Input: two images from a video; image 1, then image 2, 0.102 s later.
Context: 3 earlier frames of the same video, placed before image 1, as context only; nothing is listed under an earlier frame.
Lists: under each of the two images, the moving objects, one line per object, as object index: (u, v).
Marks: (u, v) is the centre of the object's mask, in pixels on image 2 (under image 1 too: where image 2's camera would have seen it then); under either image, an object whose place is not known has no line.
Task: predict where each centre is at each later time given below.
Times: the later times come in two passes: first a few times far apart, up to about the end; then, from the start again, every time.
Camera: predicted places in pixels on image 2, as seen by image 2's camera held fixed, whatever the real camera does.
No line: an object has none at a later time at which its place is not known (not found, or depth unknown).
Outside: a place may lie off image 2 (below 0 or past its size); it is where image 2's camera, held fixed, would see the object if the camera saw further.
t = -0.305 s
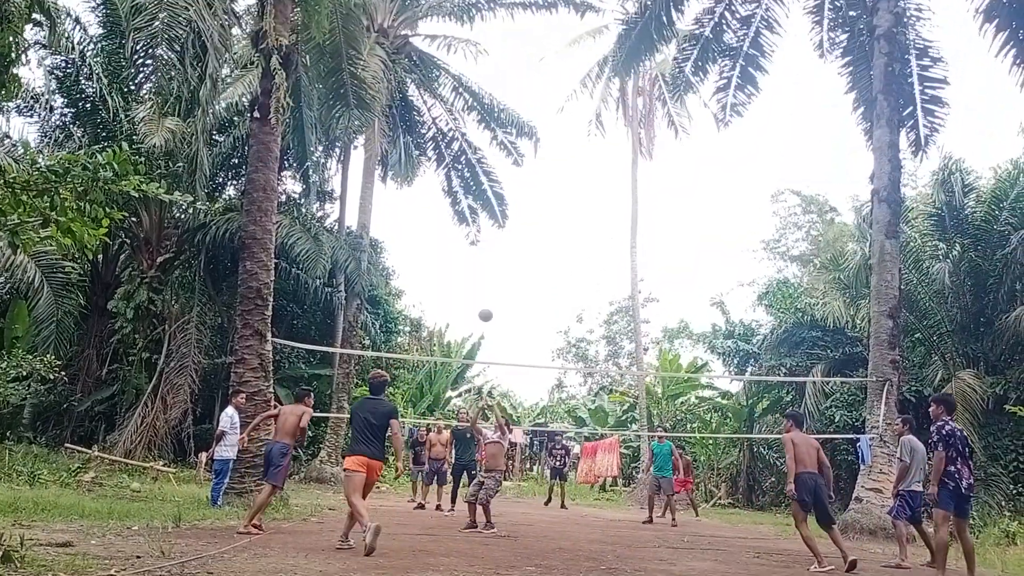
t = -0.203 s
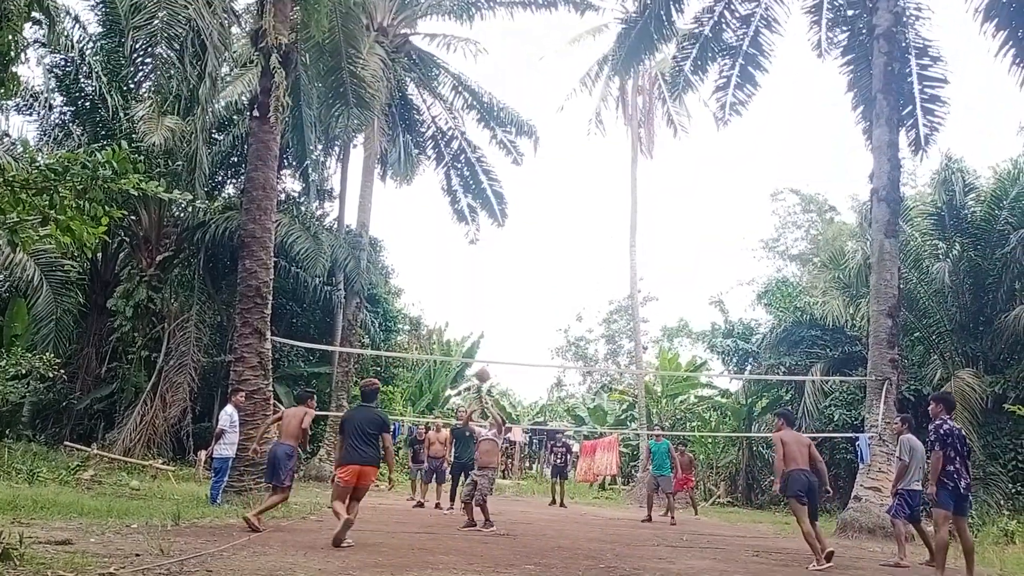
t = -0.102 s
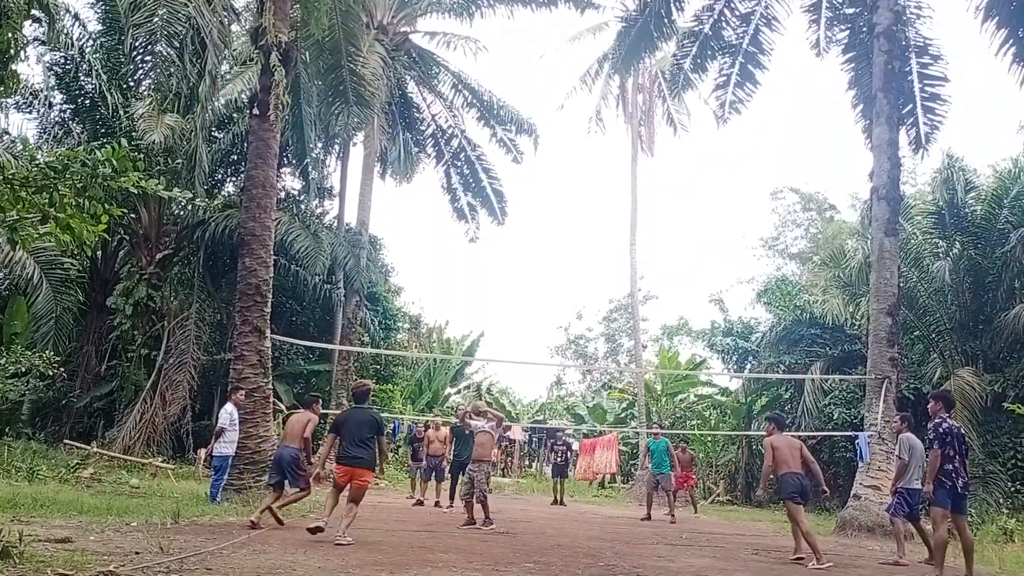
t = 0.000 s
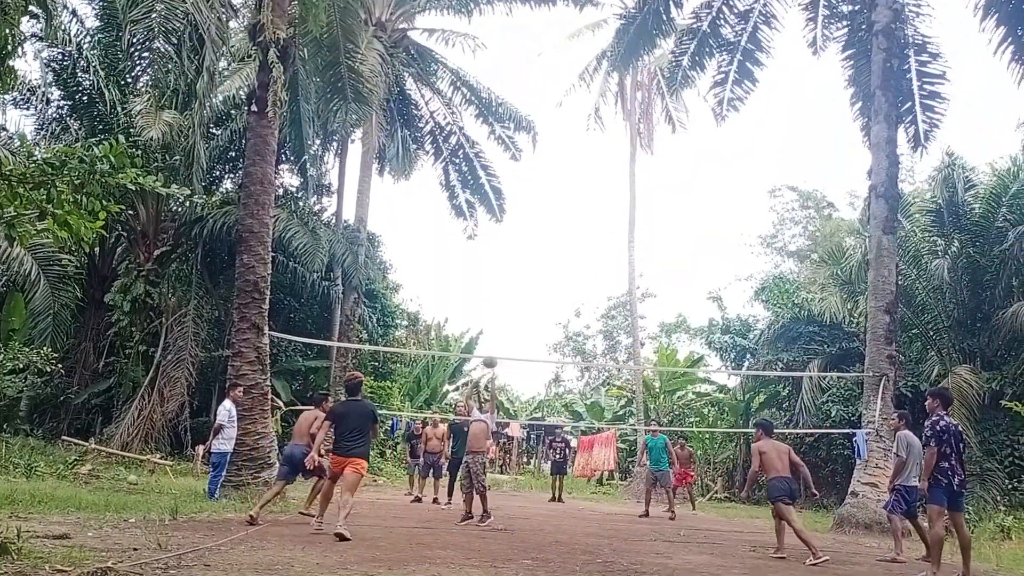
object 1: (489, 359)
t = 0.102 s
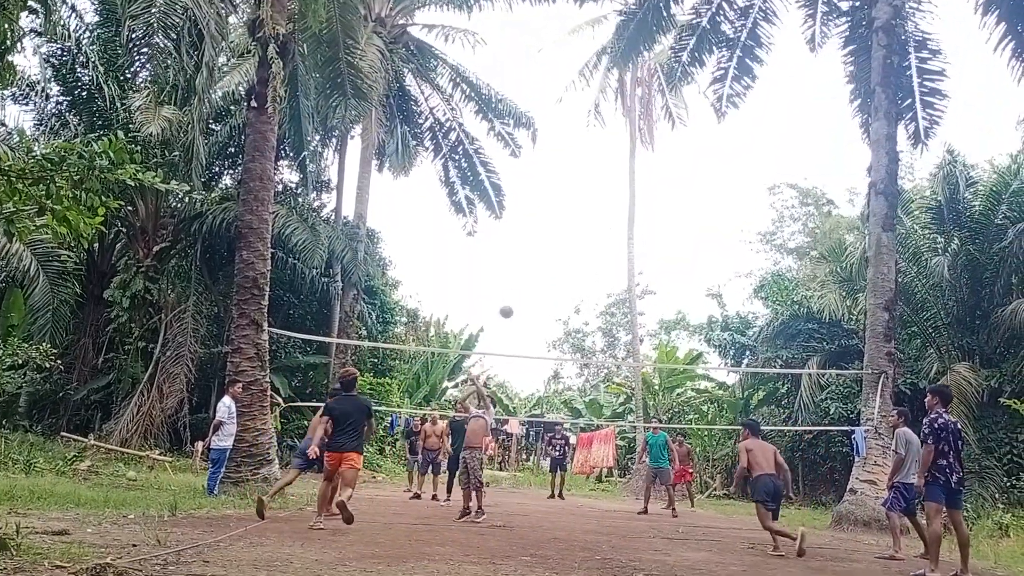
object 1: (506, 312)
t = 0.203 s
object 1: (522, 274)
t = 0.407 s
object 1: (549, 222)
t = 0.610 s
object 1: (573, 200)
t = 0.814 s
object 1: (594, 204)
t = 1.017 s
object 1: (613, 235)
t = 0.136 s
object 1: (512, 298)
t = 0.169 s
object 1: (517, 286)
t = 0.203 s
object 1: (522, 274)
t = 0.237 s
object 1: (527, 263)
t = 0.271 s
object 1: (531, 253)
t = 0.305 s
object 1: (536, 244)
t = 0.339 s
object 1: (540, 236)
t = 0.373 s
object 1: (545, 229)
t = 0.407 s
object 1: (549, 222)
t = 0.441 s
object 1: (553, 216)
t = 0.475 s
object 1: (557, 212)
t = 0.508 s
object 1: (561, 208)
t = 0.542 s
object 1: (565, 204)
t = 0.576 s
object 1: (569, 202)
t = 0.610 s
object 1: (573, 200)
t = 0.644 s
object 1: (577, 199)
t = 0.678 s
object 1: (580, 198)
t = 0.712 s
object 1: (584, 199)
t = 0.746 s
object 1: (587, 200)
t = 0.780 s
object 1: (591, 202)
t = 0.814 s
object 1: (594, 204)
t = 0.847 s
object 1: (598, 208)
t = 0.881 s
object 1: (601, 212)
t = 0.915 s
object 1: (604, 216)
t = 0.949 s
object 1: (607, 222)
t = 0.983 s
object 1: (610, 228)
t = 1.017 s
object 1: (613, 235)
